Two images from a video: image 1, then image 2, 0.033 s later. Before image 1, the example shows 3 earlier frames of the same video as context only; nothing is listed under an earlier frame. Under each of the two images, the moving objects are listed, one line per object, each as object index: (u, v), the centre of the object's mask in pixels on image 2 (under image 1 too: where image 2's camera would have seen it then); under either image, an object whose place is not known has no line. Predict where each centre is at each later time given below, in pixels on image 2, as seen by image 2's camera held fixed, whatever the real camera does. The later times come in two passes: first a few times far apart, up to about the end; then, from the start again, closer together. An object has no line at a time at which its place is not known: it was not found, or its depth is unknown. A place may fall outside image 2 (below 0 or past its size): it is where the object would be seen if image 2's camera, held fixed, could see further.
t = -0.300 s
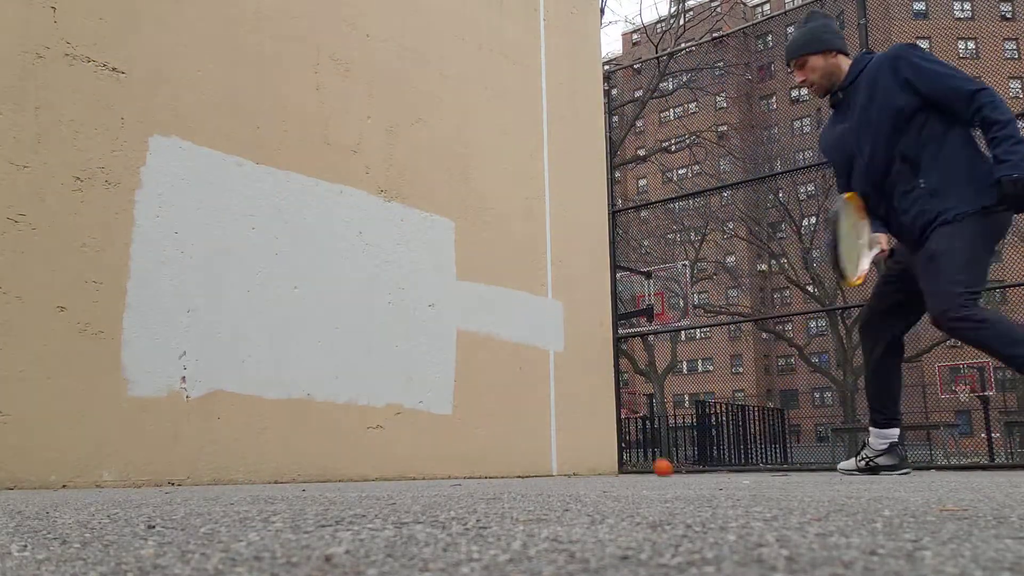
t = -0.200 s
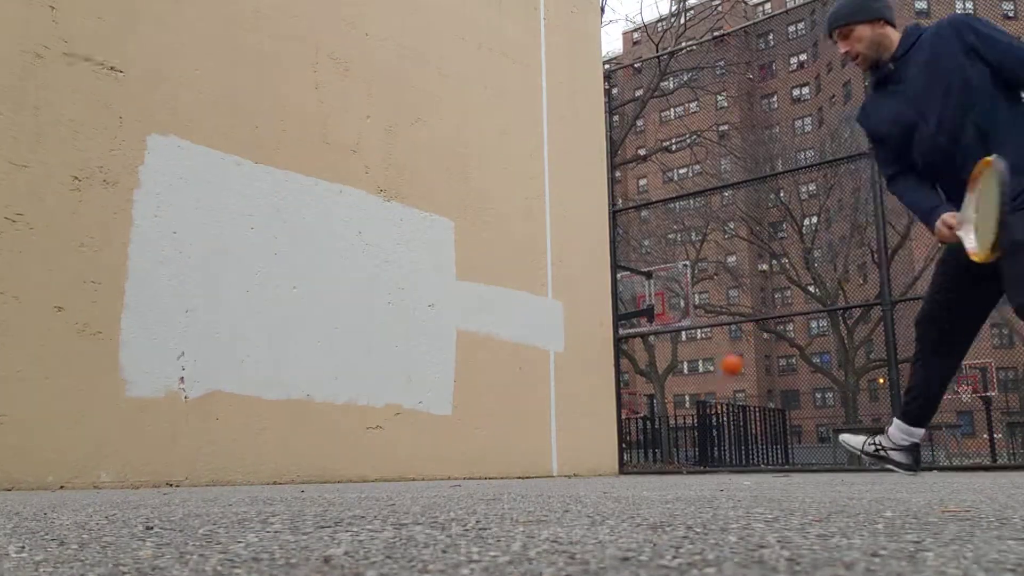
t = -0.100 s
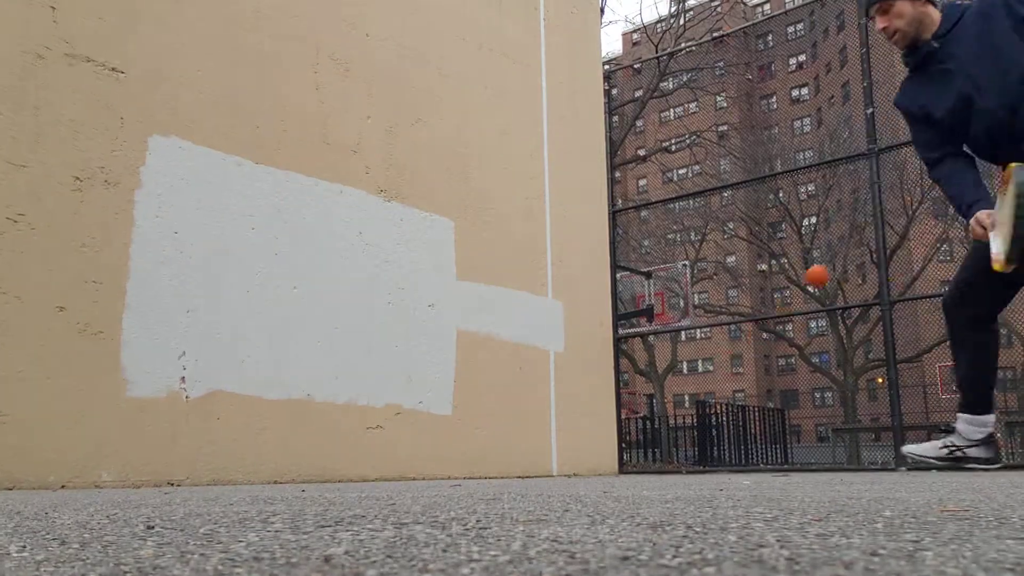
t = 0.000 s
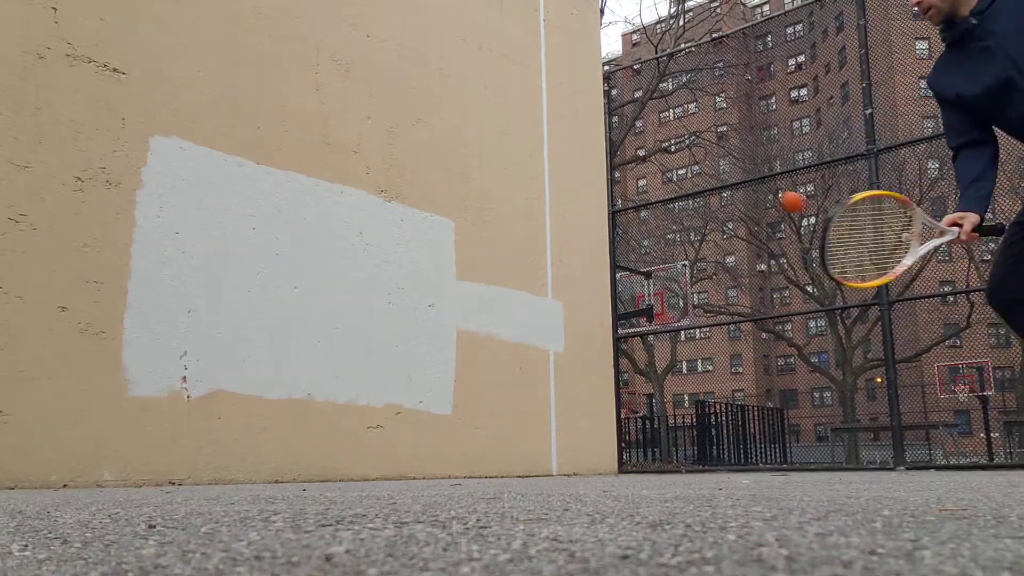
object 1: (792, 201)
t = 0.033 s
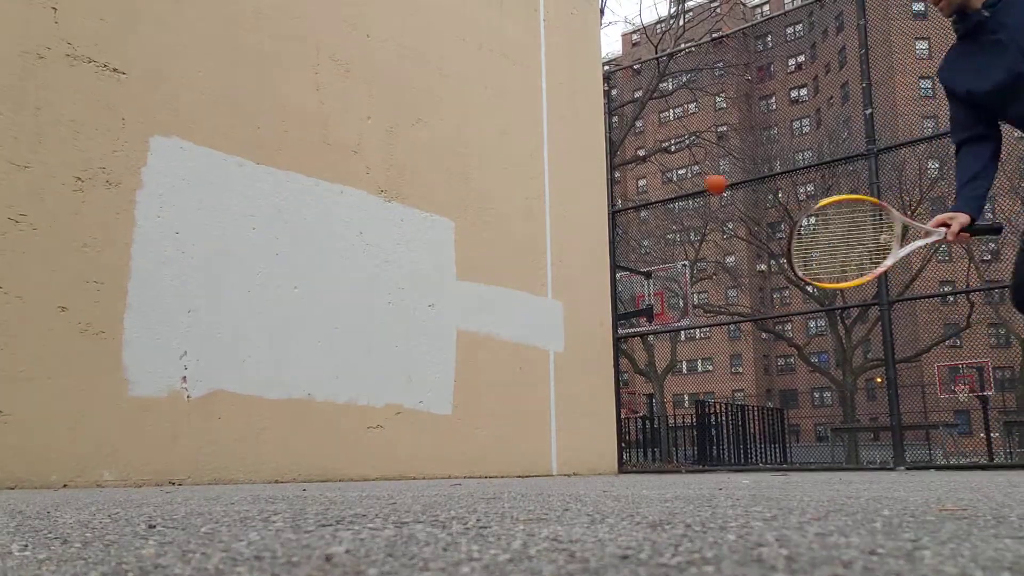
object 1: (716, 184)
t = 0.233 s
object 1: (430, 168)
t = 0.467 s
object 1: (257, 238)
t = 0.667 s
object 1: (292, 306)
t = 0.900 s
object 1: (421, 469)
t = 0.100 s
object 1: (595, 166)
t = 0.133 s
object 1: (546, 162)
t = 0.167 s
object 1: (503, 161)
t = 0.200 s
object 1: (465, 163)
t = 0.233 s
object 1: (430, 168)
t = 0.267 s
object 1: (399, 174)
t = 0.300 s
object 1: (370, 181)
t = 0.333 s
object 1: (344, 190)
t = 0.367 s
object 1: (320, 201)
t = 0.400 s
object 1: (297, 212)
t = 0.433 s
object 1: (276, 225)
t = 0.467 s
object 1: (257, 238)
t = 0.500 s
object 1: (238, 252)
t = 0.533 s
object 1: (225, 267)
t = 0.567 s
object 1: (241, 273)
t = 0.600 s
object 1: (257, 282)
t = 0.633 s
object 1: (274, 293)
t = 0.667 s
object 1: (292, 306)
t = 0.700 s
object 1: (309, 322)
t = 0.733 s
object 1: (327, 339)
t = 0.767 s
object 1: (345, 359)
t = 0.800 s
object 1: (364, 383)
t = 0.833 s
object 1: (382, 408)
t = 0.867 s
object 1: (402, 437)
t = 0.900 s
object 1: (421, 469)
